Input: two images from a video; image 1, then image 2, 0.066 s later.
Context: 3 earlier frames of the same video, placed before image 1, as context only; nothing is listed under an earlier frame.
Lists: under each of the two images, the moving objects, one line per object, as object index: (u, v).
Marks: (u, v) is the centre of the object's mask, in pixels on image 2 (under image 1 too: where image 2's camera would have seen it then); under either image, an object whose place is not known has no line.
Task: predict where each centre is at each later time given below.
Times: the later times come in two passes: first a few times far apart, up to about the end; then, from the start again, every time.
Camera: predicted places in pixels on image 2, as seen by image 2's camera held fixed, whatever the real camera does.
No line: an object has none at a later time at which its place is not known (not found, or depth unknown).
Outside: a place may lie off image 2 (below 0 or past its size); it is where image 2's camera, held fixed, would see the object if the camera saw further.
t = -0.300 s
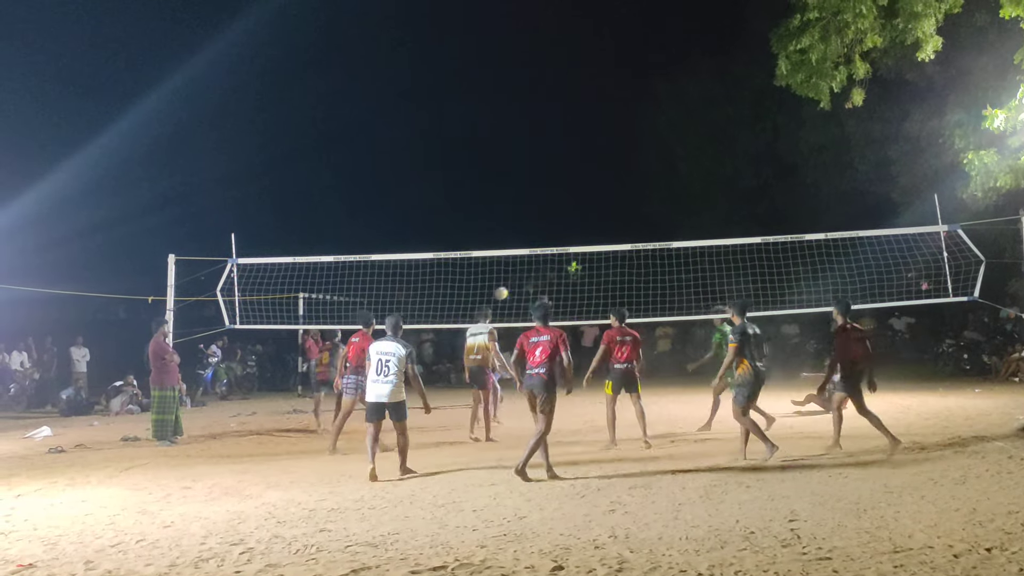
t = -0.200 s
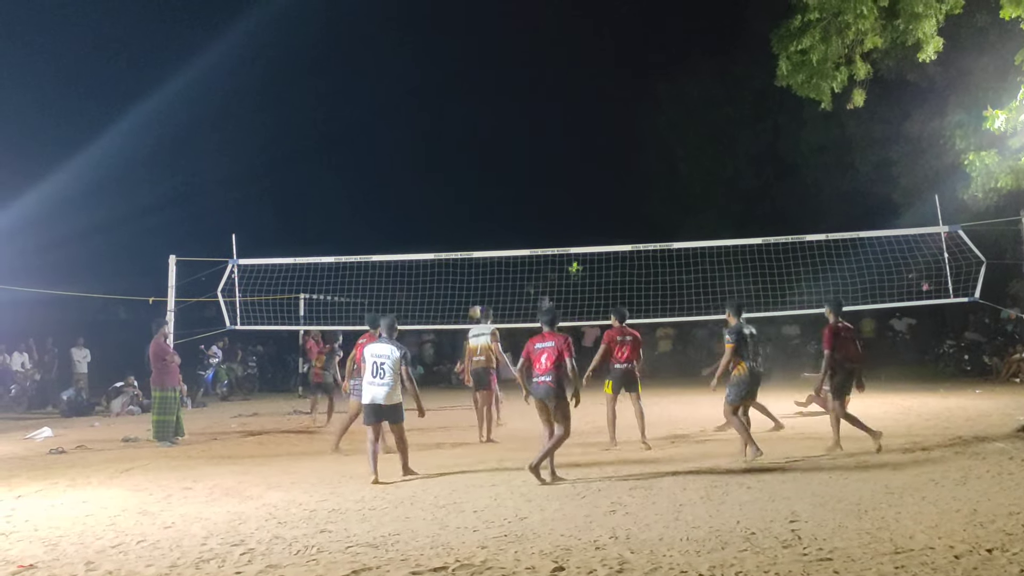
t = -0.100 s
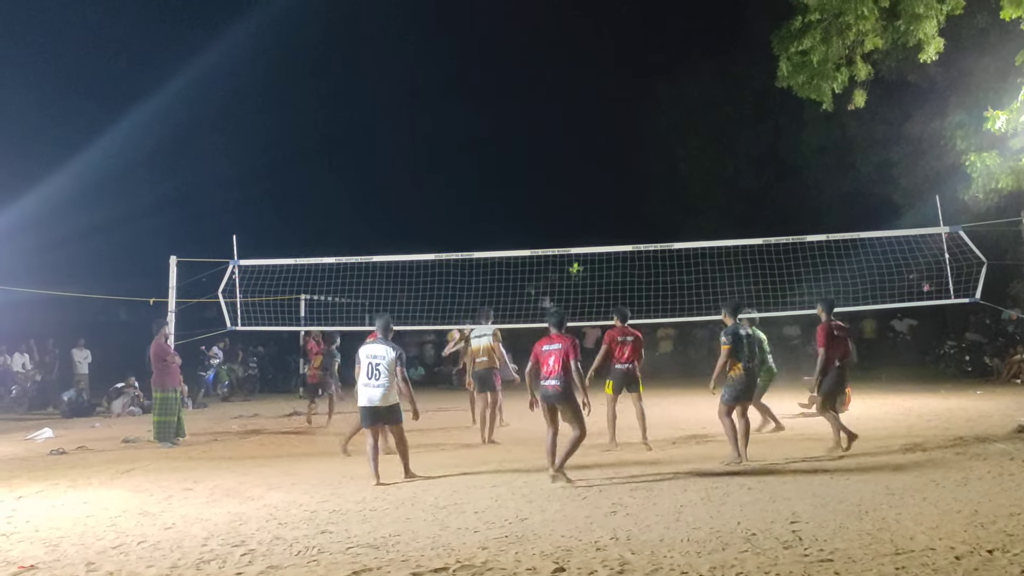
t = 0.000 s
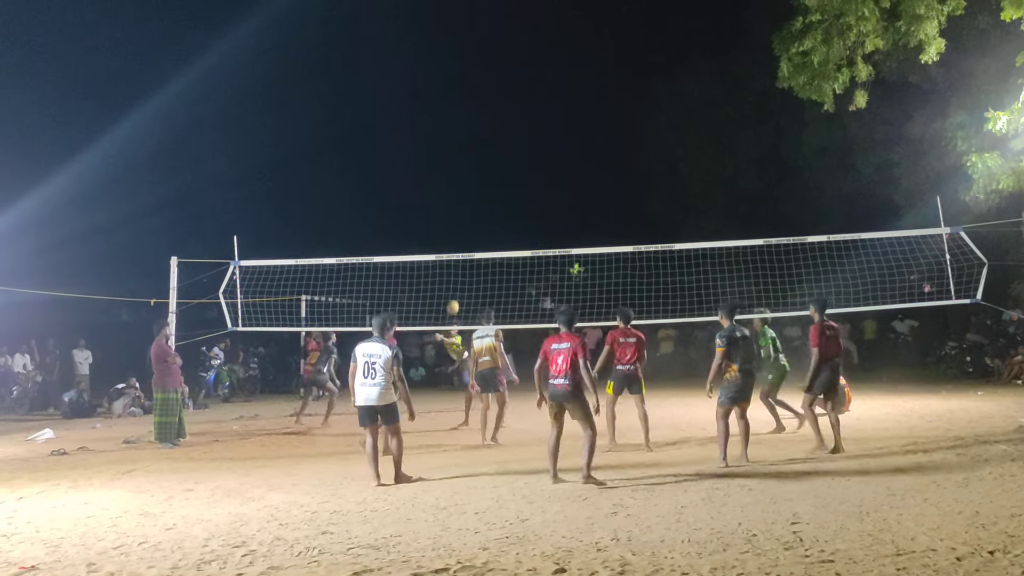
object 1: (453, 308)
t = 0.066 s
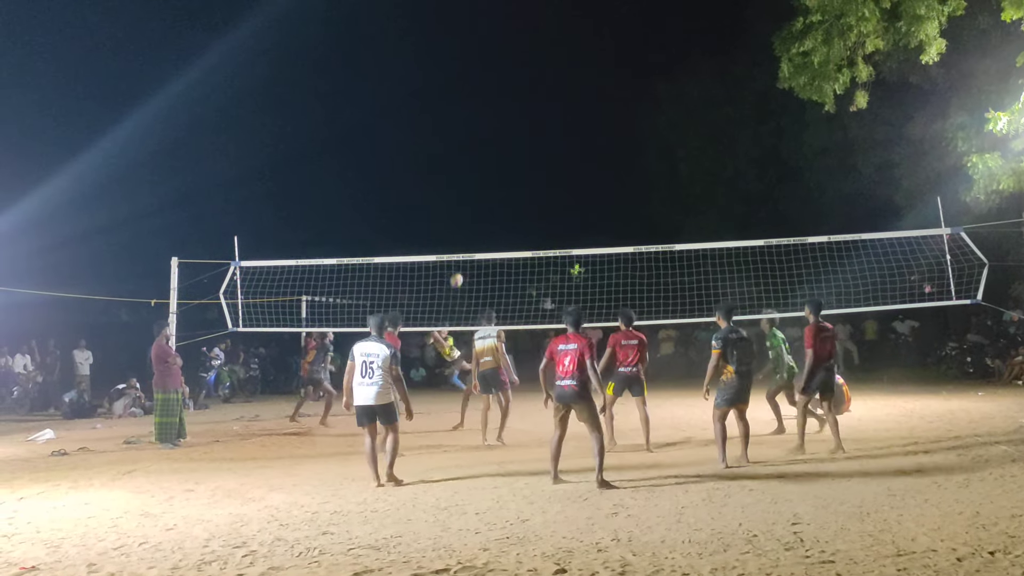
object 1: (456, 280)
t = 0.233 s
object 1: (466, 221)
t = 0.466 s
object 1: (482, 159)
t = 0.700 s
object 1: (500, 125)
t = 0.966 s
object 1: (523, 124)
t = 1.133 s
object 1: (539, 146)
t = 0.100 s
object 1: (458, 267)
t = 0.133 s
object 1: (461, 253)
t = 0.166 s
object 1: (462, 243)
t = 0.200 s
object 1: (464, 232)
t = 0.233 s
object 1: (466, 221)
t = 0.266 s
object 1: (468, 210)
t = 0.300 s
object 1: (470, 200)
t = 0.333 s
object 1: (473, 191)
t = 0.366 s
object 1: (475, 182)
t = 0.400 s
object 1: (477, 174)
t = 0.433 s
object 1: (479, 166)
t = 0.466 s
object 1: (482, 159)
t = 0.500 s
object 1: (485, 152)
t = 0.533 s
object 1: (487, 146)
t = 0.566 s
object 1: (489, 141)
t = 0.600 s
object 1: (492, 136)
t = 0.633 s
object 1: (494, 132)
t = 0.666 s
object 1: (497, 128)
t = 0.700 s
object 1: (500, 125)
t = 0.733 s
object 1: (502, 122)
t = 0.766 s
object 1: (505, 121)
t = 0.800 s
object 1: (508, 119)
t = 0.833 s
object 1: (511, 119)
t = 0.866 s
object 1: (514, 119)
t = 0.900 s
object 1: (517, 120)
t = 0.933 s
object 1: (520, 122)
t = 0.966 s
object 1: (523, 124)
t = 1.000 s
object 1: (526, 126)
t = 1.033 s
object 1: (529, 130)
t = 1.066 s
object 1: (532, 135)
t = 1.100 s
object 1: (535, 140)
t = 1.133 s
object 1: (539, 146)
